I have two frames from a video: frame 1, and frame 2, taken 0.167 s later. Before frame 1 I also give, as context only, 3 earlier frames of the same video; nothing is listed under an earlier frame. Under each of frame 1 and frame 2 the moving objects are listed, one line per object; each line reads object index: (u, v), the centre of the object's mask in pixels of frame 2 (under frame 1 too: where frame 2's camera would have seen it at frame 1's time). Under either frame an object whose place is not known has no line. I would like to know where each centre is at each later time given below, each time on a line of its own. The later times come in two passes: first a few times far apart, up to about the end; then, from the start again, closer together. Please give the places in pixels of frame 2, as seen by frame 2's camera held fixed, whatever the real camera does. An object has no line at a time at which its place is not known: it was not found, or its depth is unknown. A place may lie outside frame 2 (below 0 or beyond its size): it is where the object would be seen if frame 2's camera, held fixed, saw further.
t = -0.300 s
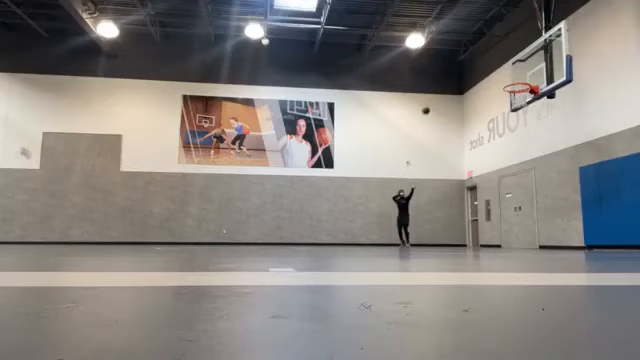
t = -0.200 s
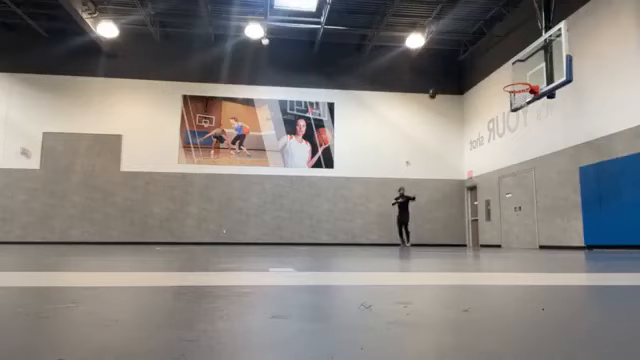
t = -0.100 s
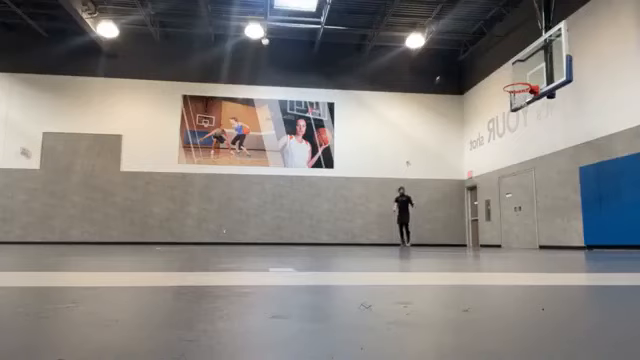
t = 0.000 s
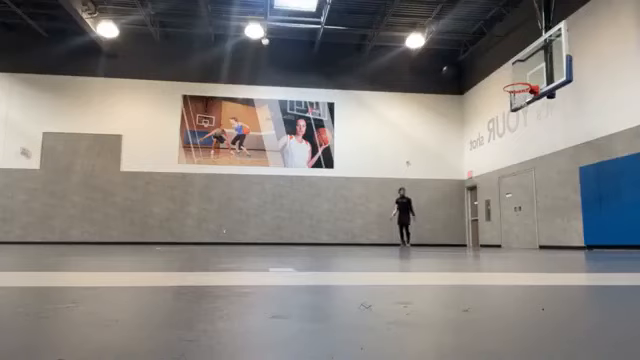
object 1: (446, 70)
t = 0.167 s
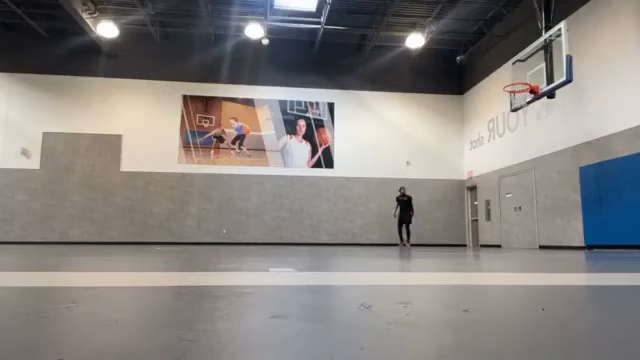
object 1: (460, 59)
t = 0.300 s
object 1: (473, 57)
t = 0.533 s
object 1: (503, 73)
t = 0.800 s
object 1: (508, 101)
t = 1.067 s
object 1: (511, 102)
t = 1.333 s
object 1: (518, 136)
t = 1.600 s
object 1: (527, 206)
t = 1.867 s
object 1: (534, 200)
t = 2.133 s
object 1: (539, 155)
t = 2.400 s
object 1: (547, 148)
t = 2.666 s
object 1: (556, 180)
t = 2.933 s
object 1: (567, 240)
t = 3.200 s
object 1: (570, 188)
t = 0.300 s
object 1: (473, 57)
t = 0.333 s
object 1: (477, 58)
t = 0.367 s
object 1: (481, 58)
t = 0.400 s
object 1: (485, 60)
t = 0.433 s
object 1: (489, 60)
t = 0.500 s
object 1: (499, 69)
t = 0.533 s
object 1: (503, 73)
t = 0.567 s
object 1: (507, 78)
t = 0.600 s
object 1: (512, 83)
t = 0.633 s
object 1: (518, 86)
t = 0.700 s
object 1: (518, 91)
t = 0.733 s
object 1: (514, 96)
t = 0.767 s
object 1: (511, 100)
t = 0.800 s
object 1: (508, 101)
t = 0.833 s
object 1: (508, 100)
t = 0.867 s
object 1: (508, 99)
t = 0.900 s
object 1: (508, 99)
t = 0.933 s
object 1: (508, 99)
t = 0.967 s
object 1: (509, 99)
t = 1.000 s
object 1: (510, 99)
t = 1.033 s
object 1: (510, 101)
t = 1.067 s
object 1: (511, 102)
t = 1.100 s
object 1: (512, 105)
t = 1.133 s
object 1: (513, 107)
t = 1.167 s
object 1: (514, 110)
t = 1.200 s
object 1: (515, 115)
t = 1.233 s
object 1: (515, 119)
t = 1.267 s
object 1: (516, 124)
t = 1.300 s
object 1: (517, 130)
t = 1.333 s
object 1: (518, 136)
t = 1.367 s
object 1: (519, 142)
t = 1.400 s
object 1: (520, 150)
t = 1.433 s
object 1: (522, 158)
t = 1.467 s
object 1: (523, 166)
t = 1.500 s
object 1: (524, 175)
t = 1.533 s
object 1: (525, 184)
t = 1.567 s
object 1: (527, 195)
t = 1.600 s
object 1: (527, 206)
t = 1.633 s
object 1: (529, 217)
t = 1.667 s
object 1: (530, 230)
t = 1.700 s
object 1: (532, 243)
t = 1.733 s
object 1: (533, 237)
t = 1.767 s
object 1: (533, 227)
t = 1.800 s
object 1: (533, 217)
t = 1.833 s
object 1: (534, 208)
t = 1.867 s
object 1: (534, 200)
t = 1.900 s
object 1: (535, 192)
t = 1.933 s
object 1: (535, 184)
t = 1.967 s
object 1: (536, 178)
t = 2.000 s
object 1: (537, 172)
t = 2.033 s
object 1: (537, 167)
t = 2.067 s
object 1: (538, 163)
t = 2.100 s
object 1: (539, 159)
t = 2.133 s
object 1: (539, 155)
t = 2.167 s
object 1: (540, 152)
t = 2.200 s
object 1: (541, 150)
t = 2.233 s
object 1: (542, 148)
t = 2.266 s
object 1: (542, 147)
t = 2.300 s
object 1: (543, 147)
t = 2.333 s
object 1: (544, 147)
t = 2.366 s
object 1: (545, 147)
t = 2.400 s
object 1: (547, 148)
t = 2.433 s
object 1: (548, 150)
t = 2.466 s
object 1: (549, 153)
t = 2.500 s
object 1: (550, 156)
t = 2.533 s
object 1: (551, 159)
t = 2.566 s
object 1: (552, 164)
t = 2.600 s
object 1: (553, 168)
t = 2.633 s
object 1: (555, 174)
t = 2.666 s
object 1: (556, 180)
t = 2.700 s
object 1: (557, 187)
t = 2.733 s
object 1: (559, 194)
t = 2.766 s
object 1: (560, 203)
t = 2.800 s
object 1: (562, 211)
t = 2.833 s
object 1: (563, 221)
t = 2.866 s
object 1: (565, 230)
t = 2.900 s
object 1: (567, 241)
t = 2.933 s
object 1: (567, 240)
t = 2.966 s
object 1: (567, 231)
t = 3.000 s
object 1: (567, 223)
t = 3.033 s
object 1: (568, 215)
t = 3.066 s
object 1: (568, 209)
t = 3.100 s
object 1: (568, 203)
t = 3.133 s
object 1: (569, 197)
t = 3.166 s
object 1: (569, 192)
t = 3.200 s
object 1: (570, 188)
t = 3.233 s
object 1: (570, 184)
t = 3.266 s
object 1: (571, 182)
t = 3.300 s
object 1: (571, 179)
